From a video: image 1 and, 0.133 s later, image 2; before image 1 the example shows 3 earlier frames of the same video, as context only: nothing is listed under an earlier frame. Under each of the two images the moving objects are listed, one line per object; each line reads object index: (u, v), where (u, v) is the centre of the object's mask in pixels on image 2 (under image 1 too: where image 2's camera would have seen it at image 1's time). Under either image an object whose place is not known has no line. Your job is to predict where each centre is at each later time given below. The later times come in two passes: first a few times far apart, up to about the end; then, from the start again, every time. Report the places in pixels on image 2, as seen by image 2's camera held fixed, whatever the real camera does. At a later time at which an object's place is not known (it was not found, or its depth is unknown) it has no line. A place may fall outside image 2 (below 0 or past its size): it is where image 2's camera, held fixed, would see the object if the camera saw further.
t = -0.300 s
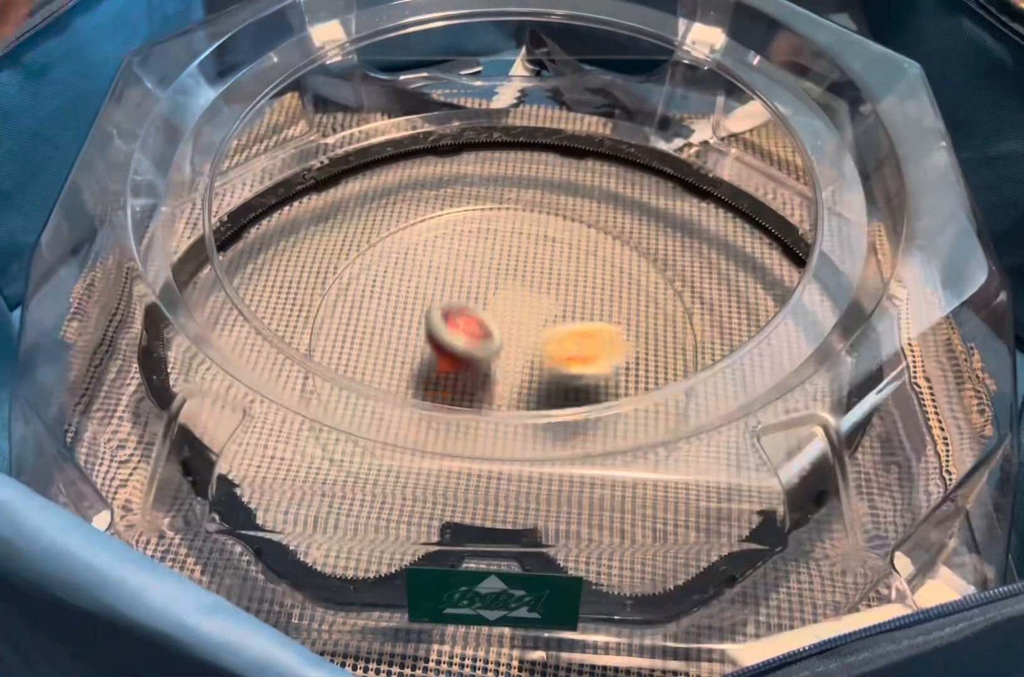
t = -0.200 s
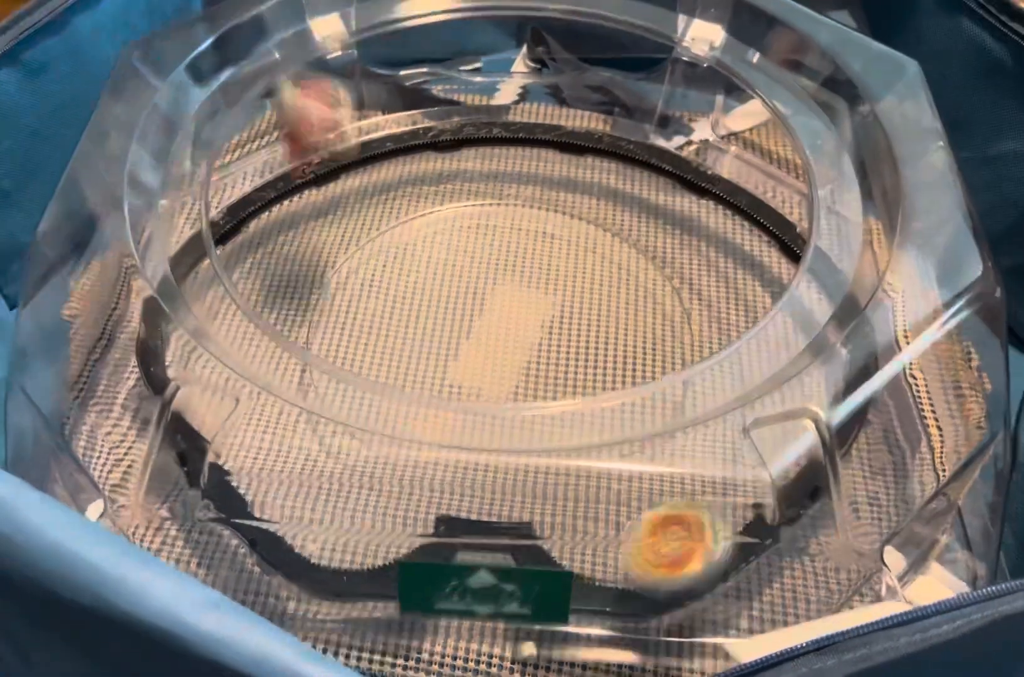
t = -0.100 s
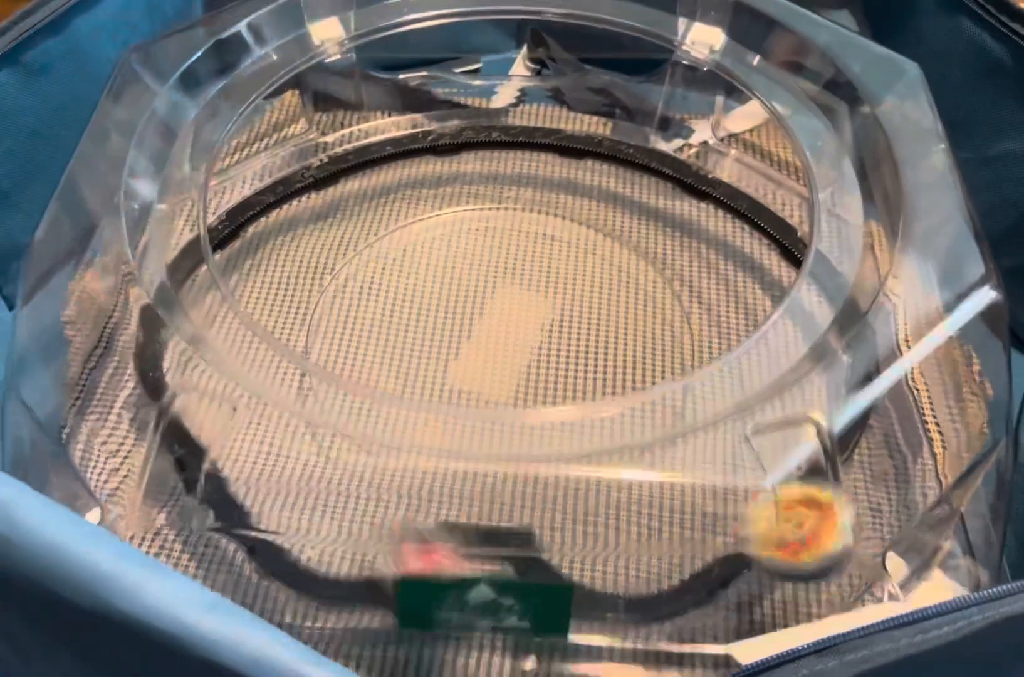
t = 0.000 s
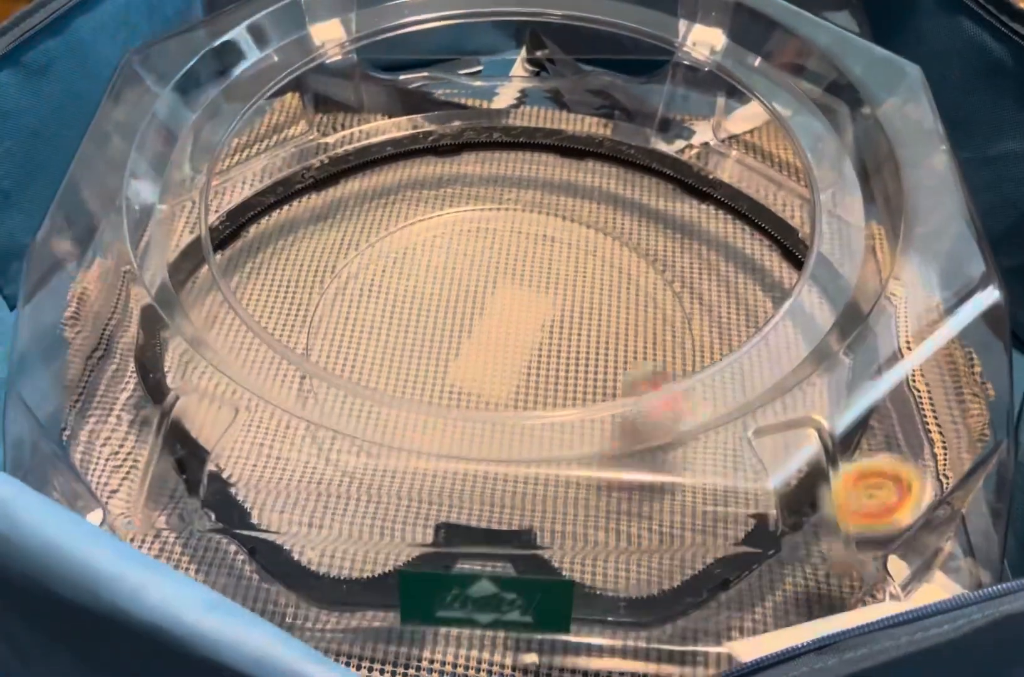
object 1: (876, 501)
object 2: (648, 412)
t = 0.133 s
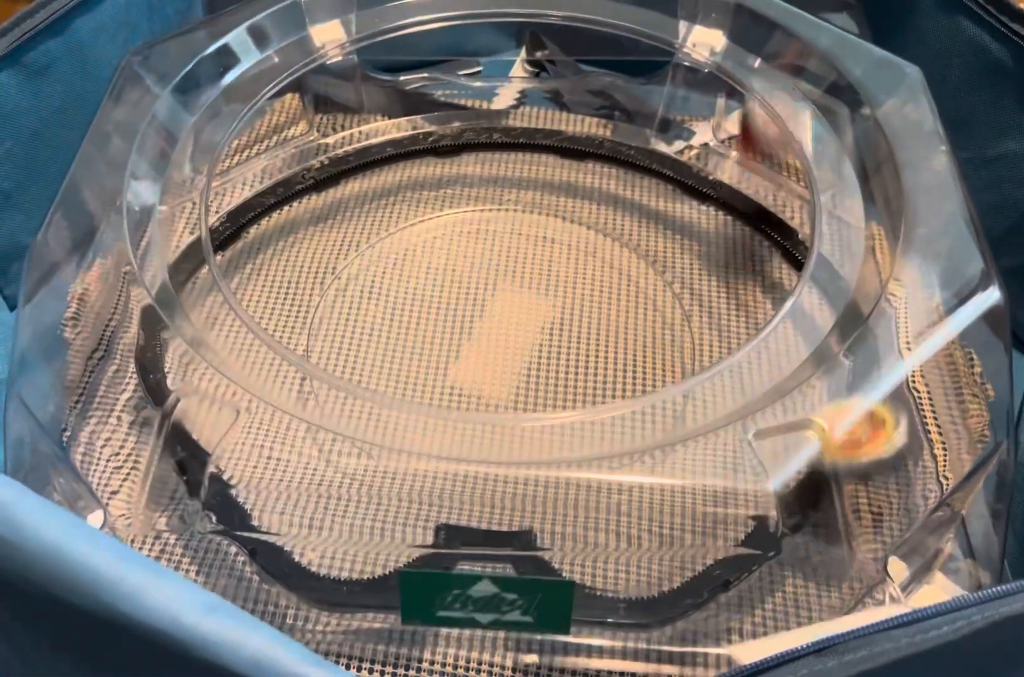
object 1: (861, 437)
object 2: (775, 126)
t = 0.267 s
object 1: (891, 440)
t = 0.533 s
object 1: (718, 567)
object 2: (773, 152)
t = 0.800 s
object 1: (279, 445)
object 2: (785, 162)
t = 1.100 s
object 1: (659, 300)
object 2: (764, 145)
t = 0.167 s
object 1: (851, 421)
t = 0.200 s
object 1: (863, 423)
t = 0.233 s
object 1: (879, 433)
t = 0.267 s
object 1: (891, 440)
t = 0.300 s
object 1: (895, 446)
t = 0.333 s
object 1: (892, 455)
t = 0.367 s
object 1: (885, 469)
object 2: (774, 111)
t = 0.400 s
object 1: (868, 484)
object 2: (766, 140)
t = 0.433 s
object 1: (838, 501)
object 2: (770, 146)
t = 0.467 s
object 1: (806, 523)
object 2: (759, 139)
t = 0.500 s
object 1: (767, 543)
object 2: (756, 137)
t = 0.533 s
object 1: (718, 567)
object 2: (773, 152)
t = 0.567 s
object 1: (660, 585)
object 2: (777, 157)
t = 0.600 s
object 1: (607, 578)
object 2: (769, 149)
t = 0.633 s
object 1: (549, 552)
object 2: (755, 145)
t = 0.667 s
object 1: (493, 531)
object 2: (766, 149)
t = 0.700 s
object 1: (440, 506)
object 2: (776, 155)
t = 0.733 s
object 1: (387, 486)
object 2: (782, 160)
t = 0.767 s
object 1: (332, 468)
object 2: (785, 162)
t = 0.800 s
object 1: (279, 445)
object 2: (785, 162)
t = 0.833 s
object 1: (218, 431)
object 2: (782, 159)
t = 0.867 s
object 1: (270, 415)
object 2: (777, 156)
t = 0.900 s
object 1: (337, 409)
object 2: (771, 150)
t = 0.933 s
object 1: (407, 398)
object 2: (762, 144)
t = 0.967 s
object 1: (472, 390)
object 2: (753, 143)
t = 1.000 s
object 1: (530, 378)
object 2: (758, 142)
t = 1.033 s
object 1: (583, 351)
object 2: (763, 144)
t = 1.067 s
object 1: (626, 327)
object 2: (764, 145)
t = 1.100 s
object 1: (659, 300)
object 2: (764, 145)
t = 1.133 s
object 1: (683, 269)
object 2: (761, 143)
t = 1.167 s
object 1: (682, 241)
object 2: (759, 142)
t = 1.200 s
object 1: (672, 224)
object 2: (758, 140)
